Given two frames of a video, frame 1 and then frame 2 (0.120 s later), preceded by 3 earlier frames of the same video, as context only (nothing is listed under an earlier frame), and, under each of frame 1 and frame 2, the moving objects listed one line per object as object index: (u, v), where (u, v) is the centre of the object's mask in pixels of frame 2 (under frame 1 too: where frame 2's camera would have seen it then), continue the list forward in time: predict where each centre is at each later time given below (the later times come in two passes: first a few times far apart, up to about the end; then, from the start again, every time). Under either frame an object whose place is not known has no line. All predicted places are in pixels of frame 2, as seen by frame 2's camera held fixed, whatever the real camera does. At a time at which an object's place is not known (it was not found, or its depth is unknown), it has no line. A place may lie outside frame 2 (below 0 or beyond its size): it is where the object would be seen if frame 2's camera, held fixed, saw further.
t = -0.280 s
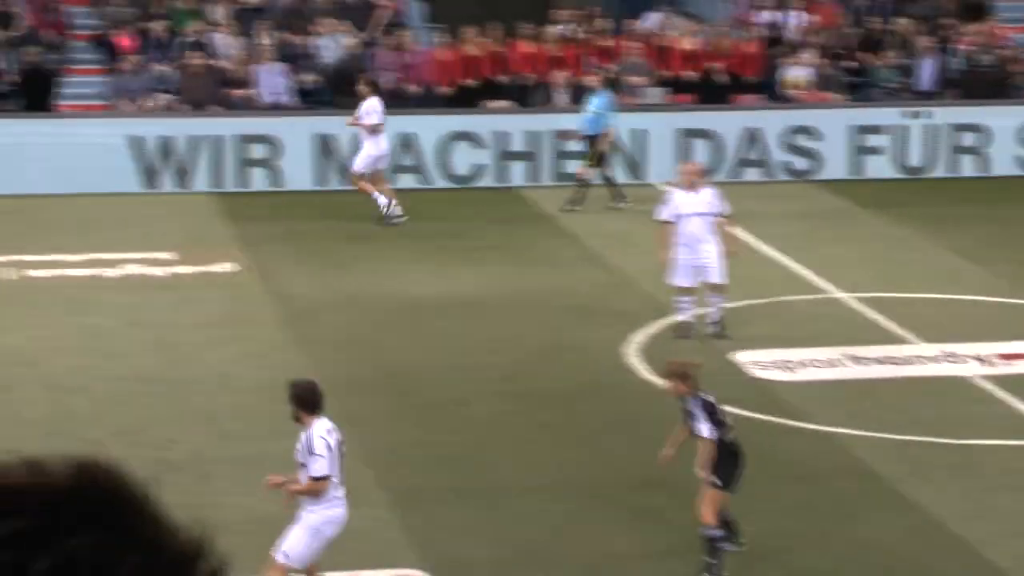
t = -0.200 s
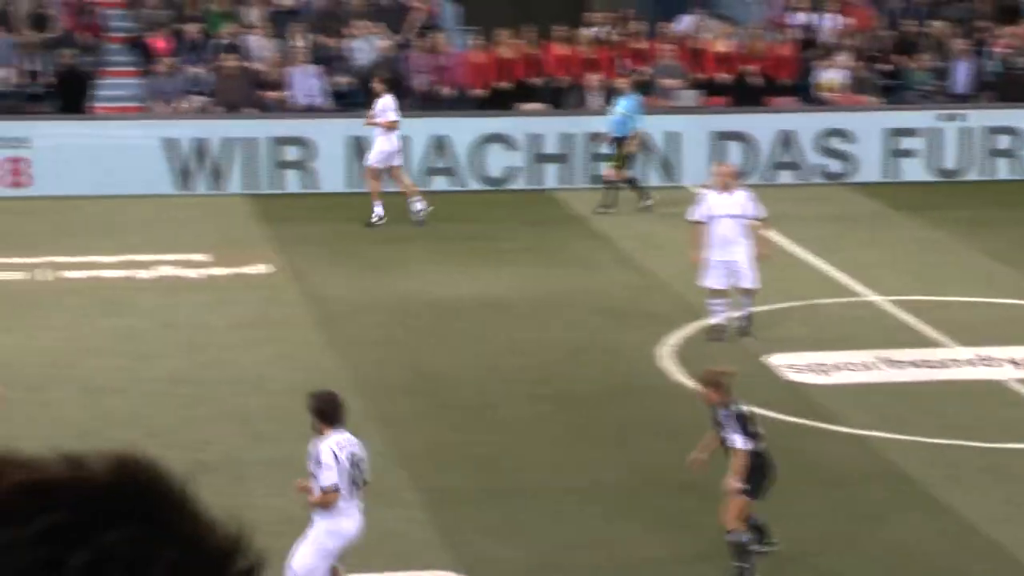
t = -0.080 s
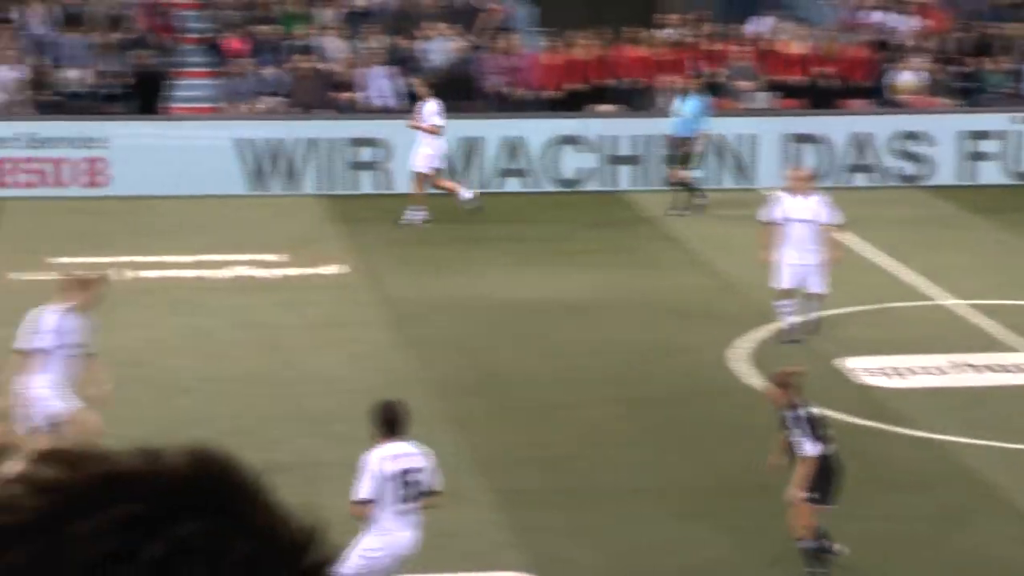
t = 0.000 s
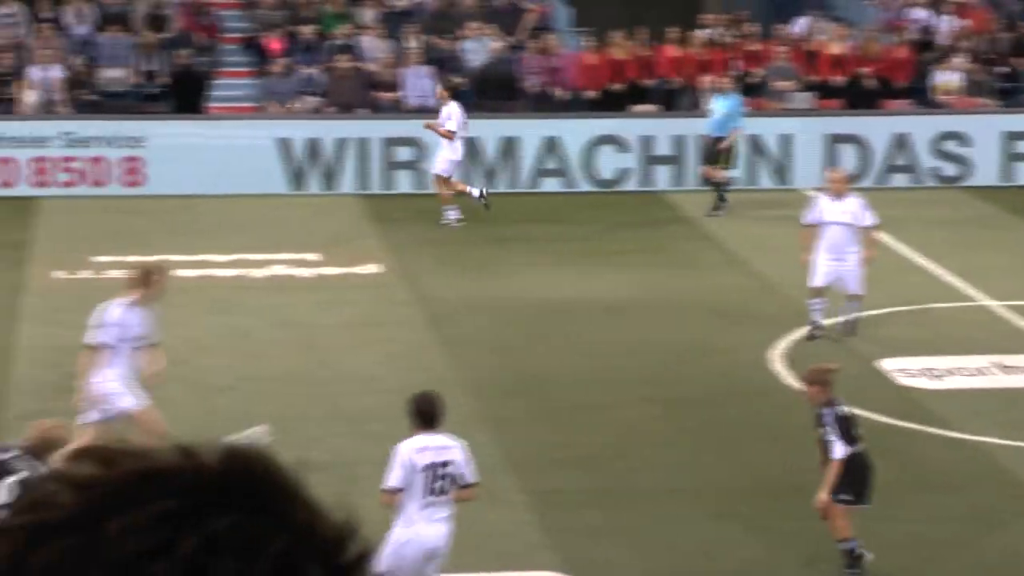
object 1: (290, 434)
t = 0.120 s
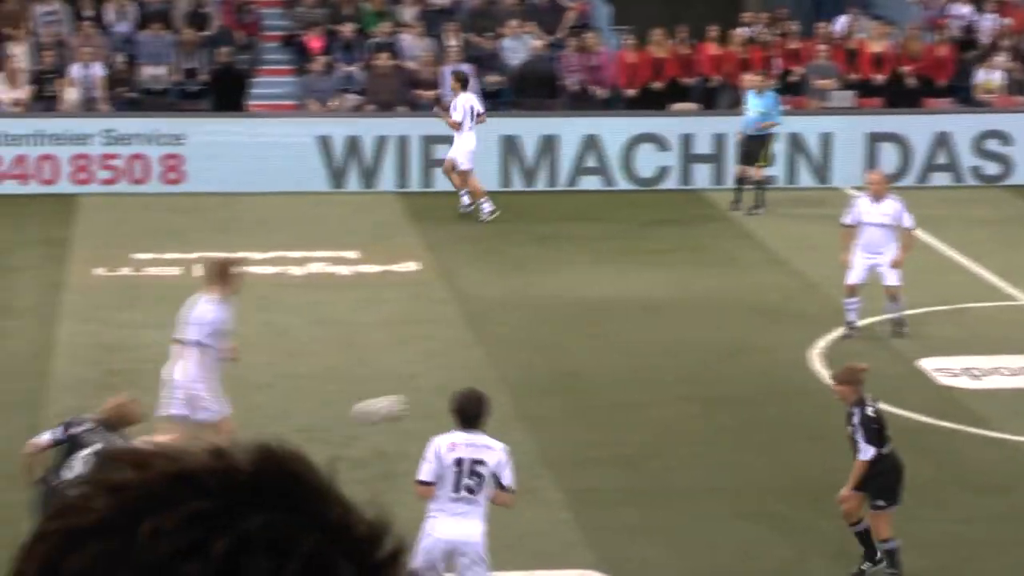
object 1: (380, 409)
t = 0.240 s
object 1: (467, 398)
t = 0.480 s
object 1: (613, 373)
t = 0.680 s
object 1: (714, 351)
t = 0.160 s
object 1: (409, 402)
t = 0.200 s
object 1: (439, 400)
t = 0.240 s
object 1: (467, 398)
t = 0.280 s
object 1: (495, 399)
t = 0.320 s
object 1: (522, 402)
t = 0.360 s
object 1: (548, 406)
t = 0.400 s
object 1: (571, 398)
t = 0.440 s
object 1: (592, 384)
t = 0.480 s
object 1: (613, 373)
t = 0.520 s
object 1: (635, 365)
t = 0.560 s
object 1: (655, 358)
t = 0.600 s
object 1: (675, 354)
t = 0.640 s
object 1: (695, 351)
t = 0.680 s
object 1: (714, 351)
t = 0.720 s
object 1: (733, 352)
